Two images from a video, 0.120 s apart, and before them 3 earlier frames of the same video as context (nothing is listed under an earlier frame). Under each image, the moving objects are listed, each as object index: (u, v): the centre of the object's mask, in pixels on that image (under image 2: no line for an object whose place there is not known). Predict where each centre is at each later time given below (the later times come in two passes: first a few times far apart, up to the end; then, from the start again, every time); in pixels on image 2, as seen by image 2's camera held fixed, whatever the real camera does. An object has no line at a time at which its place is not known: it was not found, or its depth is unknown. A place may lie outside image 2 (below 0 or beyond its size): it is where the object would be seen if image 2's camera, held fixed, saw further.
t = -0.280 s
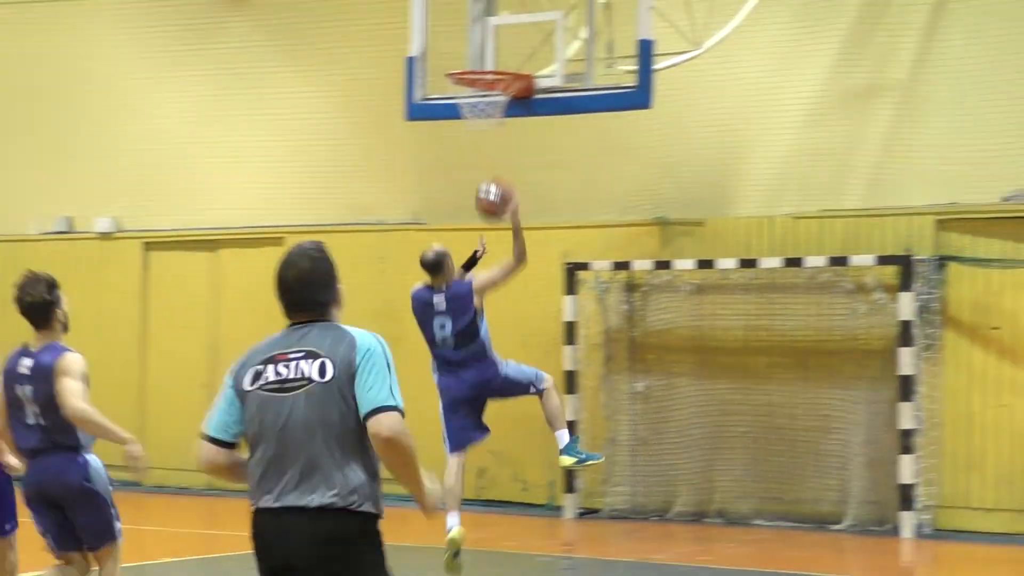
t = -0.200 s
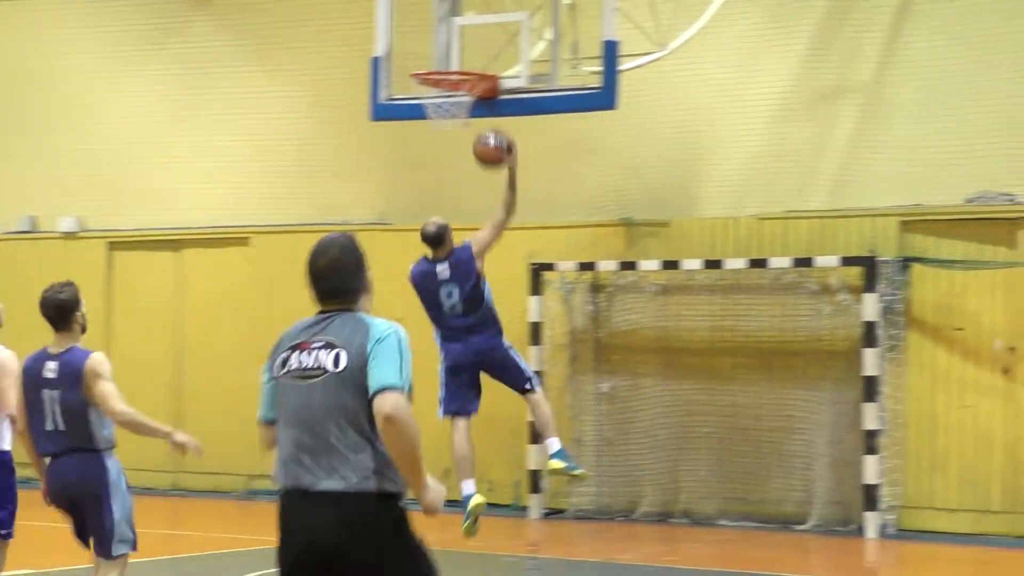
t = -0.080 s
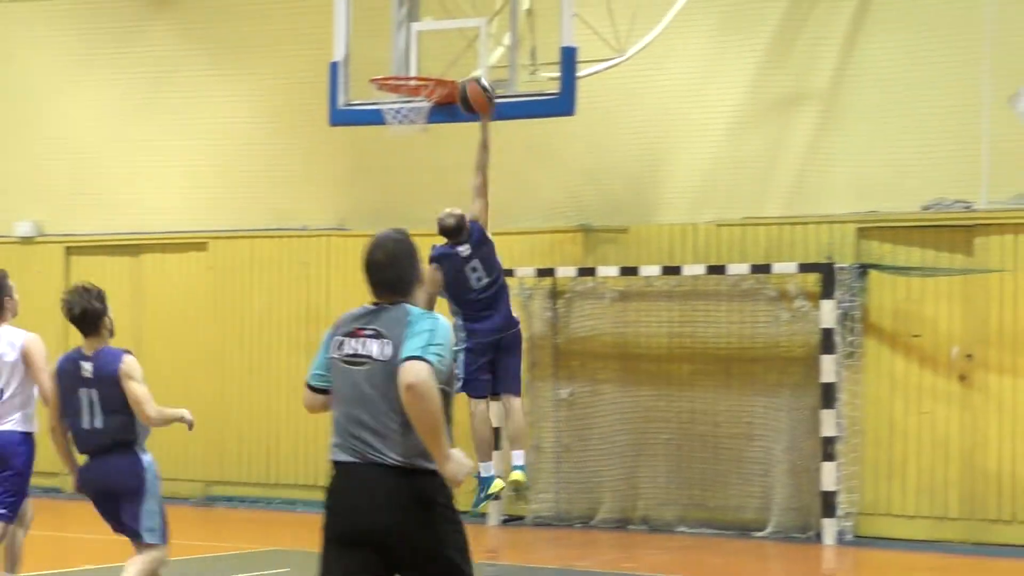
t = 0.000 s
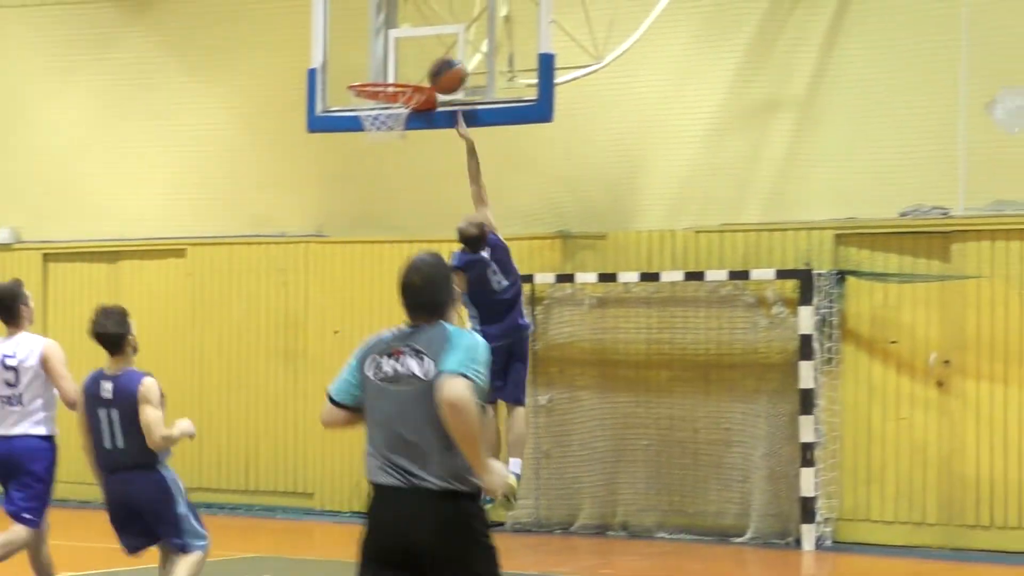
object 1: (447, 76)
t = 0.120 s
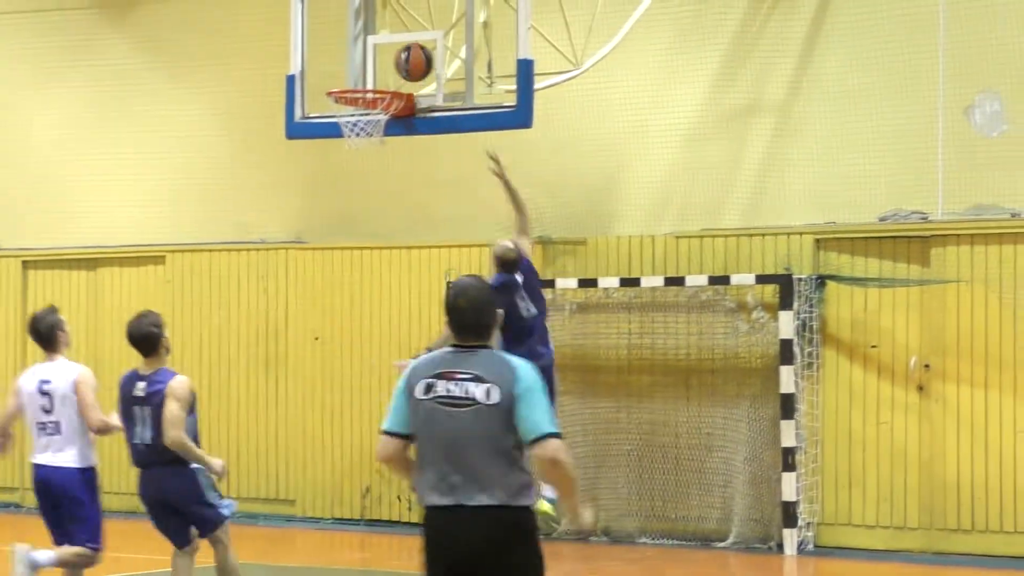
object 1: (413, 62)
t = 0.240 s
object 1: (398, 59)
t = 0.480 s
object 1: (353, 100)
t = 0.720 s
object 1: (342, 171)
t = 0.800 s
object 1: (340, 209)
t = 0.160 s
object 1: (409, 61)
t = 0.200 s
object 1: (405, 61)
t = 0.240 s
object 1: (398, 59)
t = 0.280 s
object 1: (391, 60)
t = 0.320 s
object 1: (384, 63)
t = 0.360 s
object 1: (377, 68)
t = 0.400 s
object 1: (369, 74)
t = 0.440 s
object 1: (362, 84)
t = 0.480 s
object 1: (353, 100)
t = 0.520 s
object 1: (347, 111)
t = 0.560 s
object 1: (345, 124)
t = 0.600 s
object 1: (344, 134)
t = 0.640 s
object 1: (343, 143)
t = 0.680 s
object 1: (342, 155)
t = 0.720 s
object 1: (342, 171)
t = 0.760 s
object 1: (342, 189)
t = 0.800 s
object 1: (340, 209)
